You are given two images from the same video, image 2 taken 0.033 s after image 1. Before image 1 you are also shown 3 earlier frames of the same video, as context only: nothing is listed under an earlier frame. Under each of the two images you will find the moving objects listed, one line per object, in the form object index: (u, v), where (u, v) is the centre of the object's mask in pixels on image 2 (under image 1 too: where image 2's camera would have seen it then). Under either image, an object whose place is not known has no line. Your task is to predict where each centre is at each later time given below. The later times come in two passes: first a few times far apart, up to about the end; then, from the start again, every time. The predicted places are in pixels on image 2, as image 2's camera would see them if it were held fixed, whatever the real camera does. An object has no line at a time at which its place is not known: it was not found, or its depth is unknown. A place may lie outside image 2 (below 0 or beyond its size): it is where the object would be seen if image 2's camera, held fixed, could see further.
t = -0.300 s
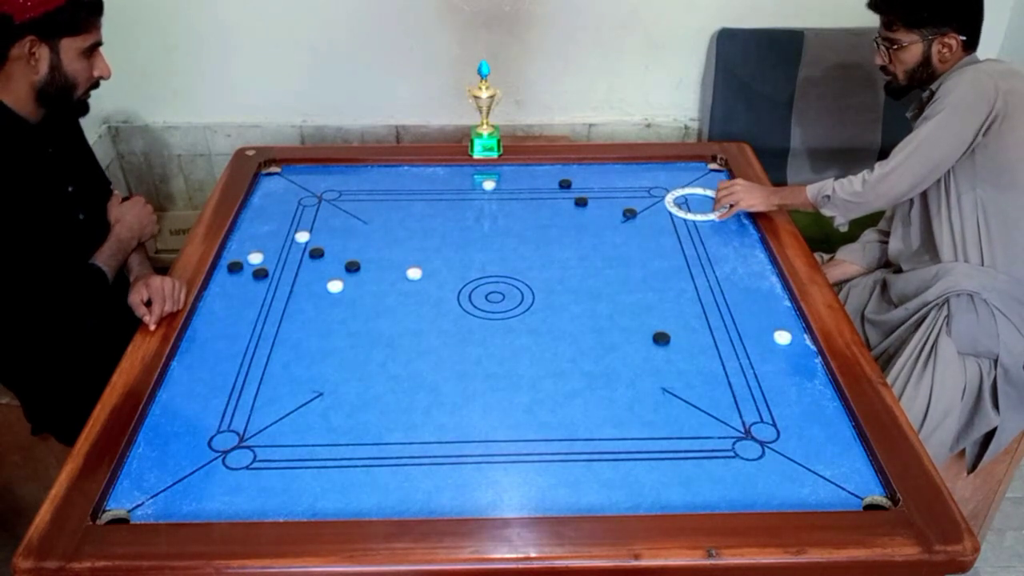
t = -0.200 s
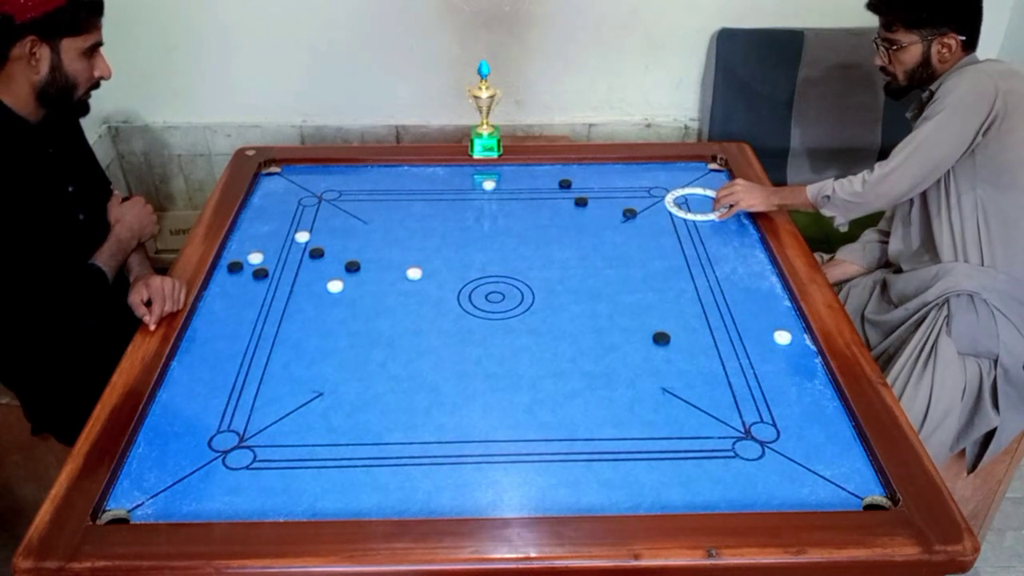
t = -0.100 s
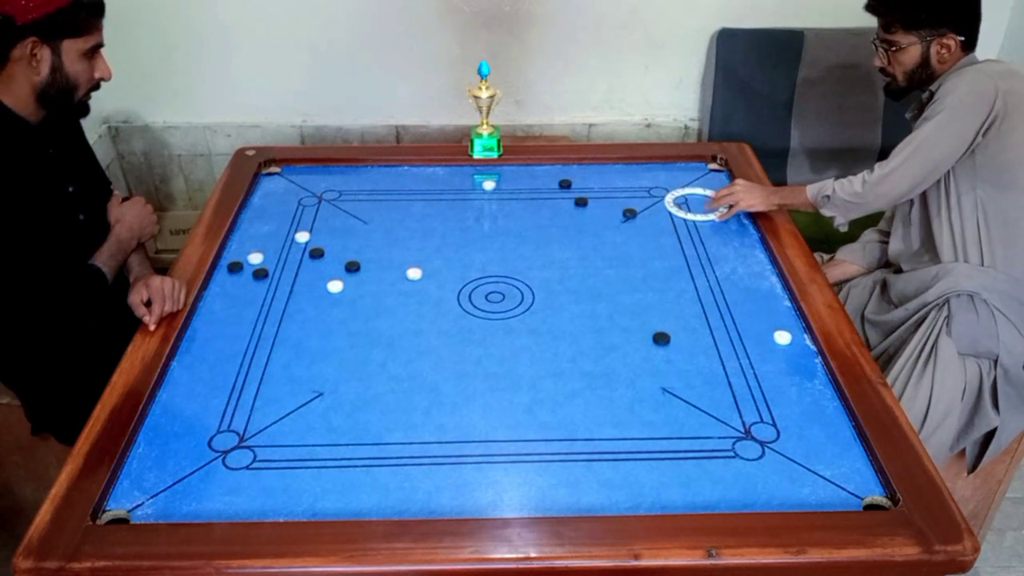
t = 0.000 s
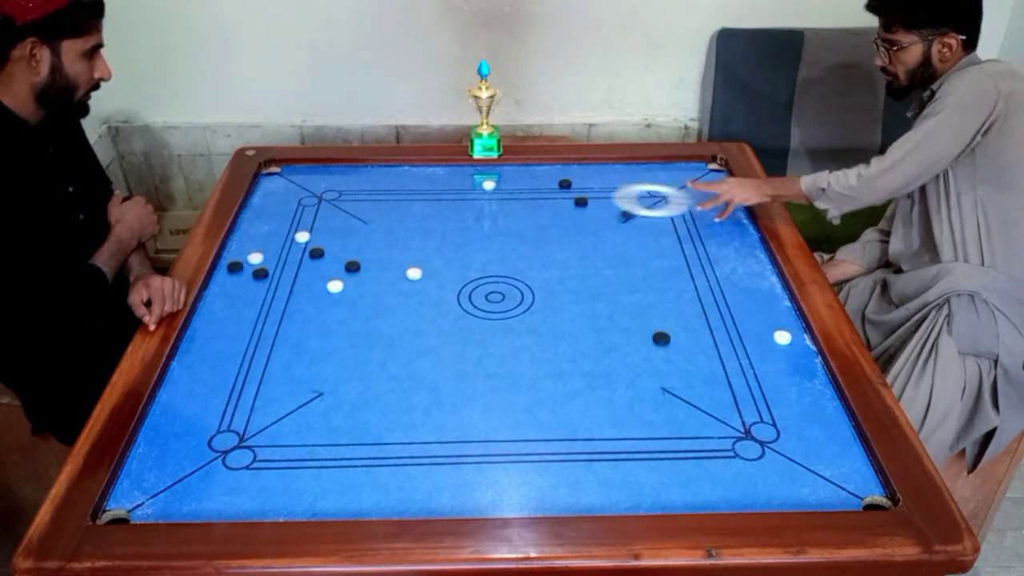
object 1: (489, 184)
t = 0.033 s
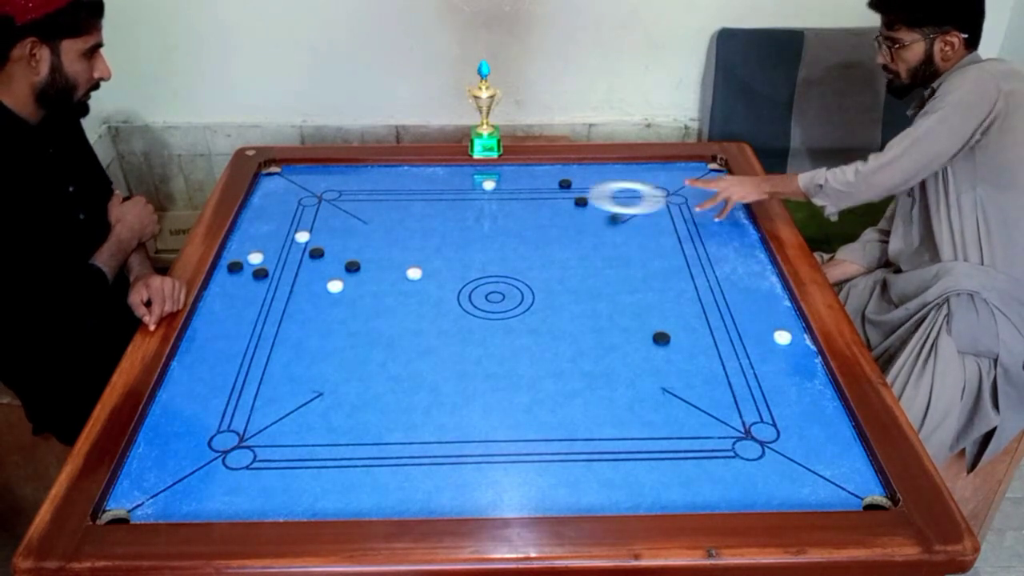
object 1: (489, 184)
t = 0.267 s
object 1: (465, 184)
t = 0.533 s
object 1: (335, 177)
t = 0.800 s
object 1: (312, 176)
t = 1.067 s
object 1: (317, 189)
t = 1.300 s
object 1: (359, 198)
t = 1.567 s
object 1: (408, 207)
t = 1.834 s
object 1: (454, 216)
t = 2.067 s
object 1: (493, 224)
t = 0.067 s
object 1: (489, 184)
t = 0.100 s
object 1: (489, 184)
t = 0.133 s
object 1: (489, 184)
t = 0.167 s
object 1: (489, 184)
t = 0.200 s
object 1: (489, 184)
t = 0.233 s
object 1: (480, 184)
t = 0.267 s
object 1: (465, 184)
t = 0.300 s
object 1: (449, 183)
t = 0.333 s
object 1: (433, 182)
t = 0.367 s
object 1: (415, 181)
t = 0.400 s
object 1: (399, 180)
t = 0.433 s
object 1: (382, 179)
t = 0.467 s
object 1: (367, 179)
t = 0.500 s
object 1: (351, 178)
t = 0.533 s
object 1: (335, 177)
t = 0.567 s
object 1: (317, 177)
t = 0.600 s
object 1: (299, 177)
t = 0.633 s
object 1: (281, 177)
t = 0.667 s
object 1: (266, 178)
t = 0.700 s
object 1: (274, 177)
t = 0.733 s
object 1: (287, 177)
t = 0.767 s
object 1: (301, 176)
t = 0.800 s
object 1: (312, 176)
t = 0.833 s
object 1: (317, 172)
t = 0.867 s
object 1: (319, 168)
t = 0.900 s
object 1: (320, 170)
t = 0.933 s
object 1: (319, 174)
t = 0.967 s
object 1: (318, 177)
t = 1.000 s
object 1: (317, 182)
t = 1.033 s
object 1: (317, 185)
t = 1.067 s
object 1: (317, 189)
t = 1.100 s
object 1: (320, 191)
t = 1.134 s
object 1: (328, 193)
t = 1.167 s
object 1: (333, 194)
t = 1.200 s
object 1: (340, 195)
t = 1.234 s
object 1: (346, 196)
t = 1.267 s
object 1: (352, 197)
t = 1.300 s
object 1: (359, 198)
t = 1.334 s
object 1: (365, 199)
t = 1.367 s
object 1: (371, 200)
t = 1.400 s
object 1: (377, 202)
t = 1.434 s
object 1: (383, 203)
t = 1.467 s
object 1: (389, 204)
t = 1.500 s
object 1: (396, 205)
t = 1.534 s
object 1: (402, 206)
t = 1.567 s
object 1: (408, 207)
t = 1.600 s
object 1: (413, 209)
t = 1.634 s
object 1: (420, 210)
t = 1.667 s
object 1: (425, 211)
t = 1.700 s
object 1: (431, 212)
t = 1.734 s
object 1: (437, 213)
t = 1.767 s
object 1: (443, 214)
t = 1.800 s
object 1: (448, 215)
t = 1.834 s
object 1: (454, 216)
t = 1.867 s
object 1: (459, 217)
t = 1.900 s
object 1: (465, 219)
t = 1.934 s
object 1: (470, 220)
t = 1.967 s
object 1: (475, 221)
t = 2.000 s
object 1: (481, 222)
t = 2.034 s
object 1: (487, 223)
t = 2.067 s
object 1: (493, 224)
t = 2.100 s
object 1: (500, 226)
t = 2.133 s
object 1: (506, 227)
